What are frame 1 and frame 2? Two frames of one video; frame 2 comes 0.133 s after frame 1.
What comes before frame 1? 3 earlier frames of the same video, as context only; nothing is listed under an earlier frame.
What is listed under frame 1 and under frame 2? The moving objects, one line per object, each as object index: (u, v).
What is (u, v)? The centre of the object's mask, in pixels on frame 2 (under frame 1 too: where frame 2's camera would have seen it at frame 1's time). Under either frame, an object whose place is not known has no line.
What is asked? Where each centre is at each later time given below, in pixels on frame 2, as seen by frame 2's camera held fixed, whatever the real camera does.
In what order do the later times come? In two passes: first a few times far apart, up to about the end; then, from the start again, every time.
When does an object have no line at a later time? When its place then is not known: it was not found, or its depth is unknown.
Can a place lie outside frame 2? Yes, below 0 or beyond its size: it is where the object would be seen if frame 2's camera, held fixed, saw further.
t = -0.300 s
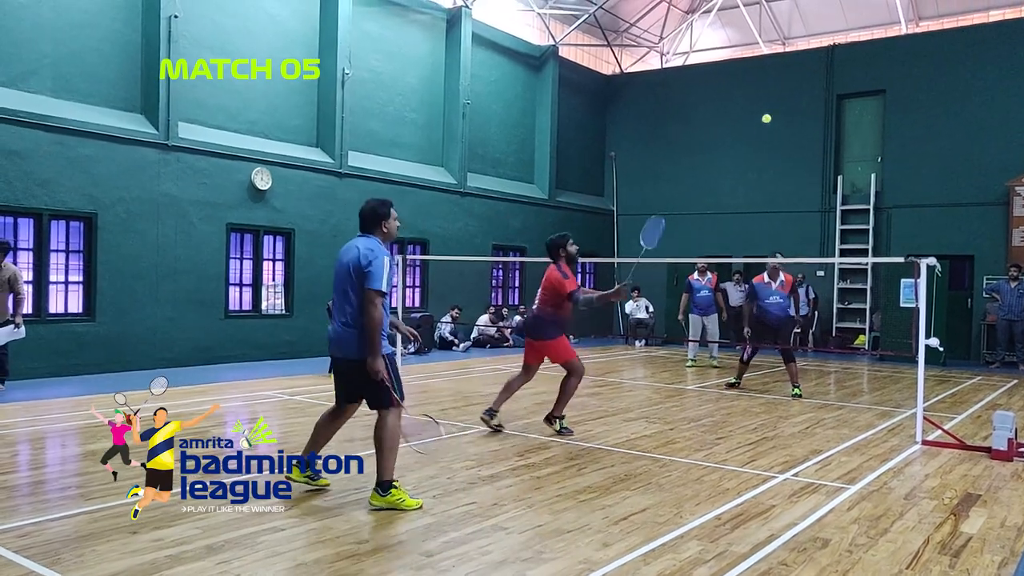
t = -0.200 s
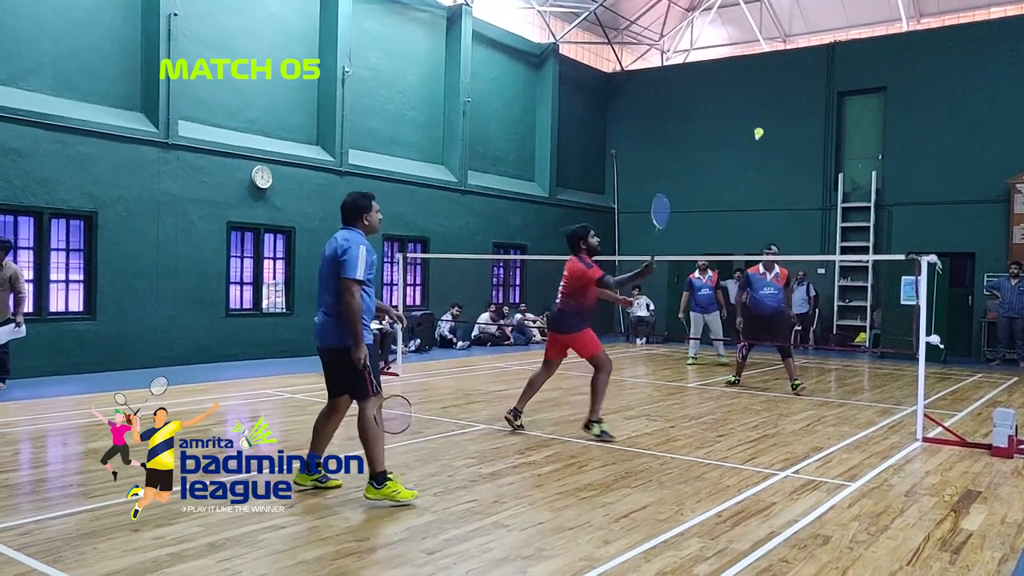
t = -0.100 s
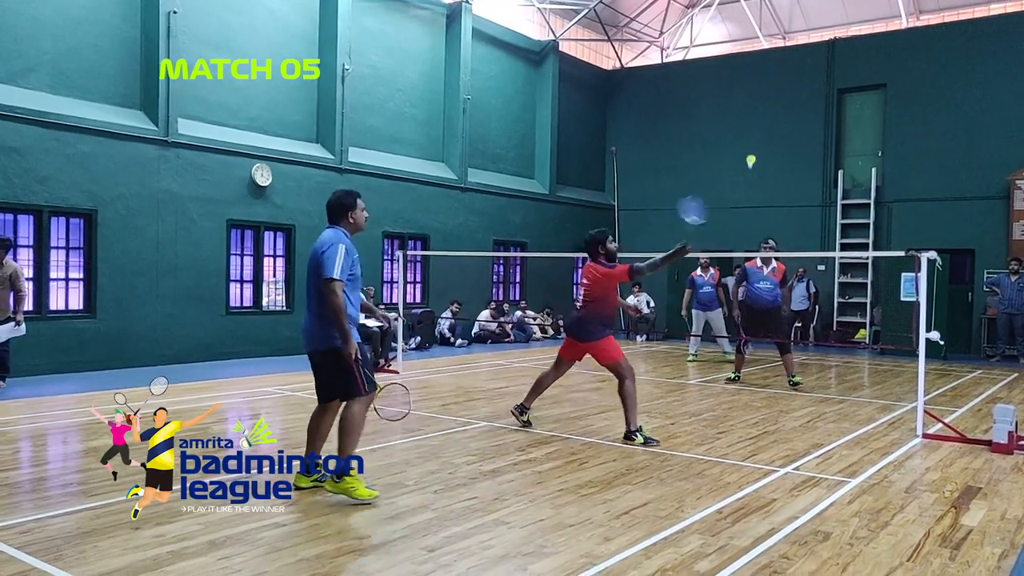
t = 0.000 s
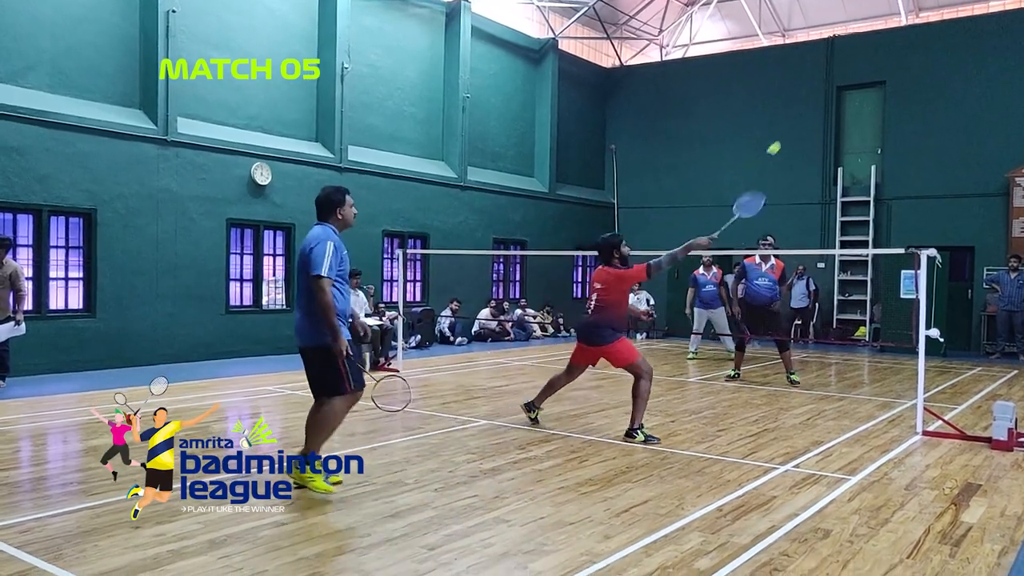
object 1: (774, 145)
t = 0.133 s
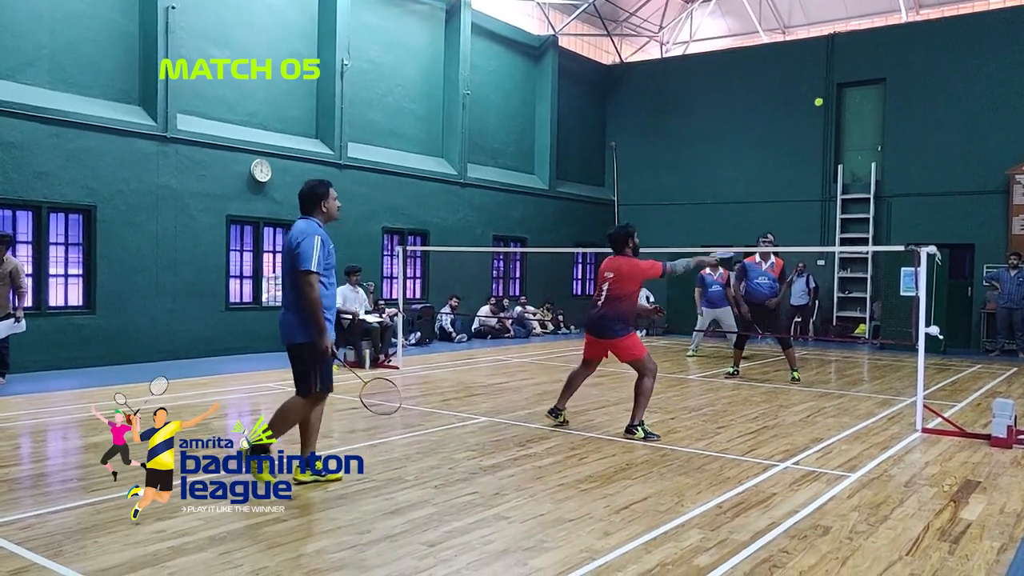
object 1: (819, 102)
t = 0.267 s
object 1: (842, 93)
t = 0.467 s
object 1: (864, 109)
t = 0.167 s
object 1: (824, 99)
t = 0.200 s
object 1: (830, 96)
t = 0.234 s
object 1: (836, 94)
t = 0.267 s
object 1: (842, 93)
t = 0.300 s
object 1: (846, 94)
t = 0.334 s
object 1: (850, 95)
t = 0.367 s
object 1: (854, 98)
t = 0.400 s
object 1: (858, 101)
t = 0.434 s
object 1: (861, 105)
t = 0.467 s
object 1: (864, 109)
